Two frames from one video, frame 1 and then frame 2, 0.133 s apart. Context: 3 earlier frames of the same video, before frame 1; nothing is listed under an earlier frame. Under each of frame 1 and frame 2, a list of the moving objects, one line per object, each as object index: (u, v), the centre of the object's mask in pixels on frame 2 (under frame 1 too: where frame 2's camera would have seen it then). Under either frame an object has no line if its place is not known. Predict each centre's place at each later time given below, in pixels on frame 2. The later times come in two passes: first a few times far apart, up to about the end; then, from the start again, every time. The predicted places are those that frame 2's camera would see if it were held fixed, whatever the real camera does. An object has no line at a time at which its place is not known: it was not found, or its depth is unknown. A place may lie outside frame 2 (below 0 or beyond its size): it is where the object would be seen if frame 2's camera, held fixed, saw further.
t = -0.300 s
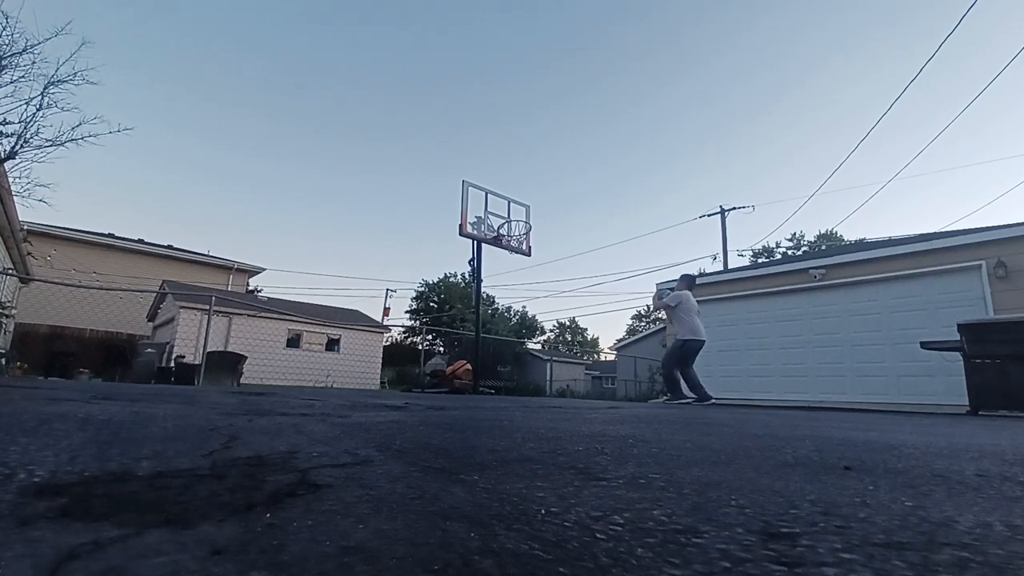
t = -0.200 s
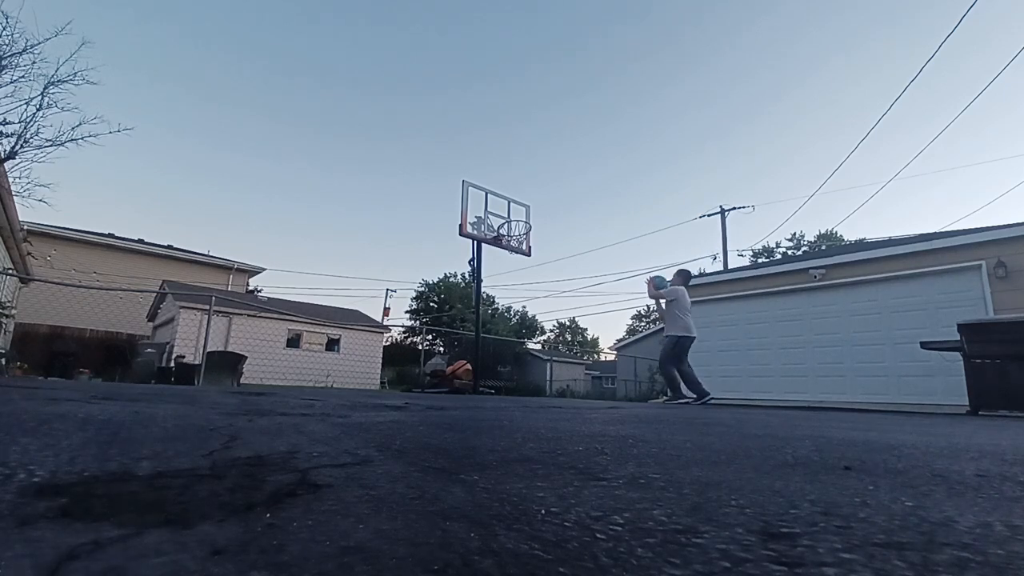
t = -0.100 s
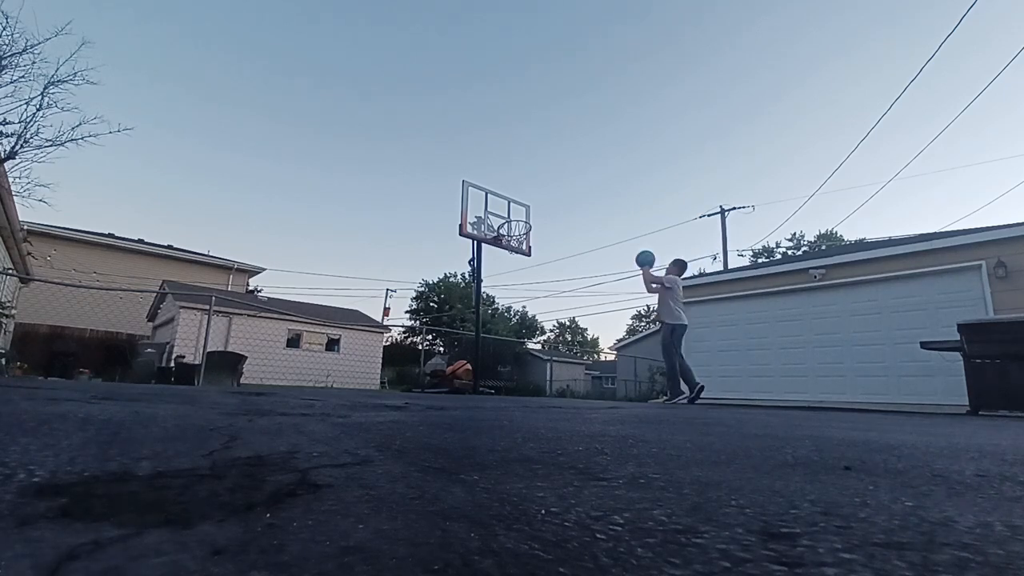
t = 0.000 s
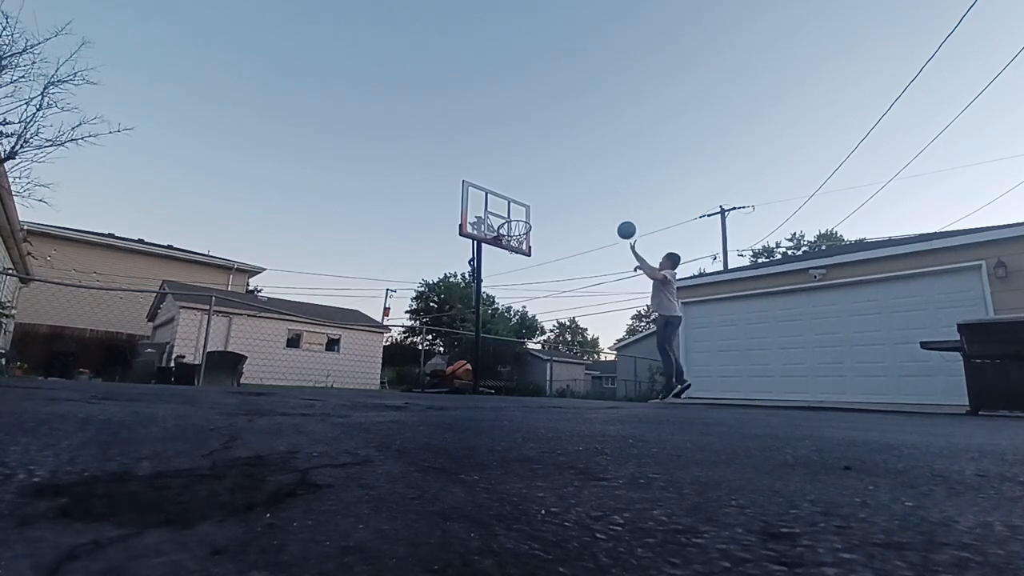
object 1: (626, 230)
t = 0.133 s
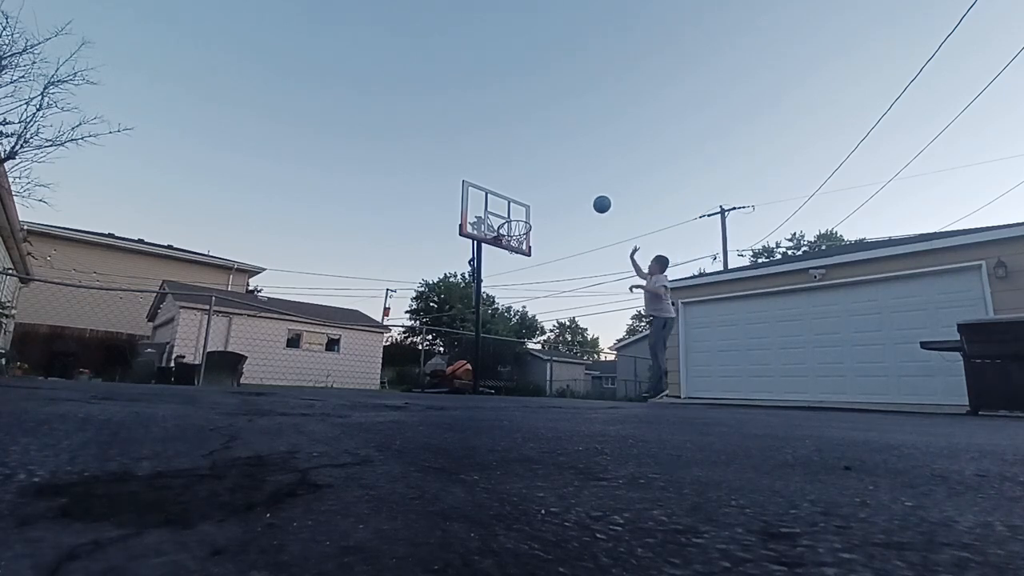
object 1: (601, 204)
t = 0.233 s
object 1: (584, 193)
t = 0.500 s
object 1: (542, 200)
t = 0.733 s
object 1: (509, 234)
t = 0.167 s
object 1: (596, 200)
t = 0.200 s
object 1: (590, 196)
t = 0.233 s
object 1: (584, 193)
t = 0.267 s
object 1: (579, 192)
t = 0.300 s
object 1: (573, 191)
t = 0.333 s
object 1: (568, 191)
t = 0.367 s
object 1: (563, 191)
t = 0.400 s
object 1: (558, 192)
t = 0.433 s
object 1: (552, 194)
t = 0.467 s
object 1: (547, 197)
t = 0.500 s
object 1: (542, 200)
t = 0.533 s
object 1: (537, 204)
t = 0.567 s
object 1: (532, 209)
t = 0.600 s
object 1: (527, 214)
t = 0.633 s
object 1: (522, 220)
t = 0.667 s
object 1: (518, 226)
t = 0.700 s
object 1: (513, 231)
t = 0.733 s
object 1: (509, 234)
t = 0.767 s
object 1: (506, 236)
